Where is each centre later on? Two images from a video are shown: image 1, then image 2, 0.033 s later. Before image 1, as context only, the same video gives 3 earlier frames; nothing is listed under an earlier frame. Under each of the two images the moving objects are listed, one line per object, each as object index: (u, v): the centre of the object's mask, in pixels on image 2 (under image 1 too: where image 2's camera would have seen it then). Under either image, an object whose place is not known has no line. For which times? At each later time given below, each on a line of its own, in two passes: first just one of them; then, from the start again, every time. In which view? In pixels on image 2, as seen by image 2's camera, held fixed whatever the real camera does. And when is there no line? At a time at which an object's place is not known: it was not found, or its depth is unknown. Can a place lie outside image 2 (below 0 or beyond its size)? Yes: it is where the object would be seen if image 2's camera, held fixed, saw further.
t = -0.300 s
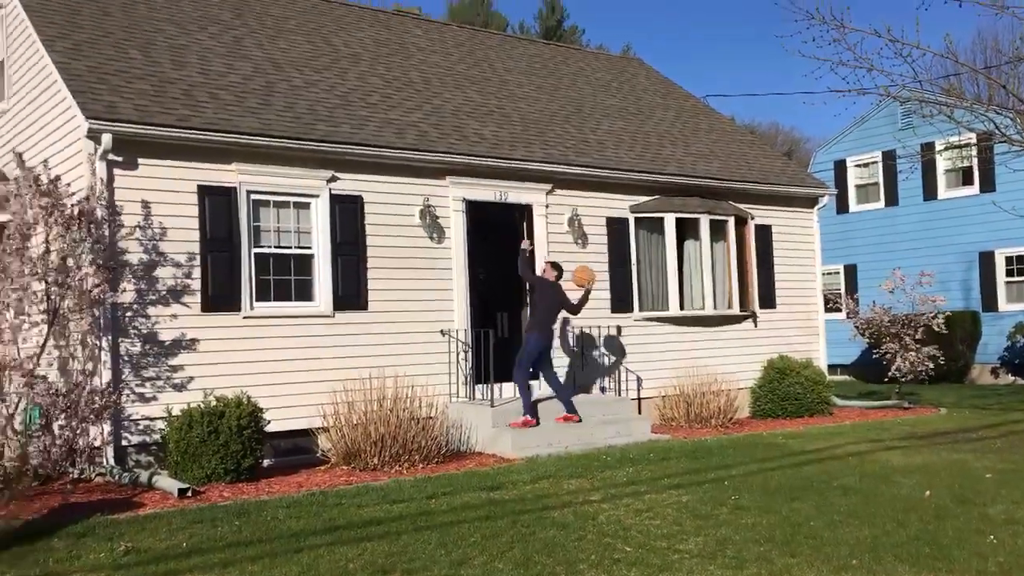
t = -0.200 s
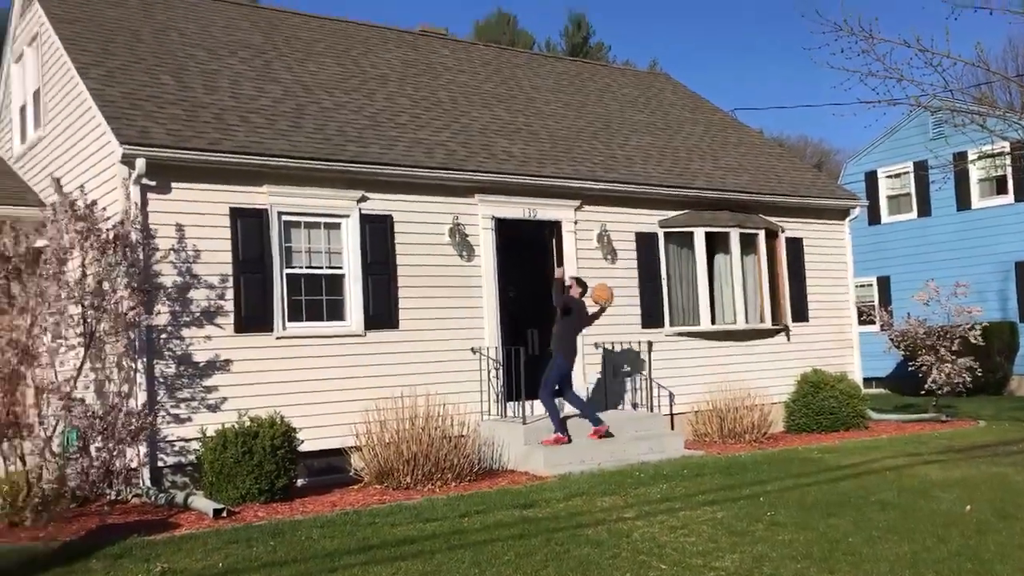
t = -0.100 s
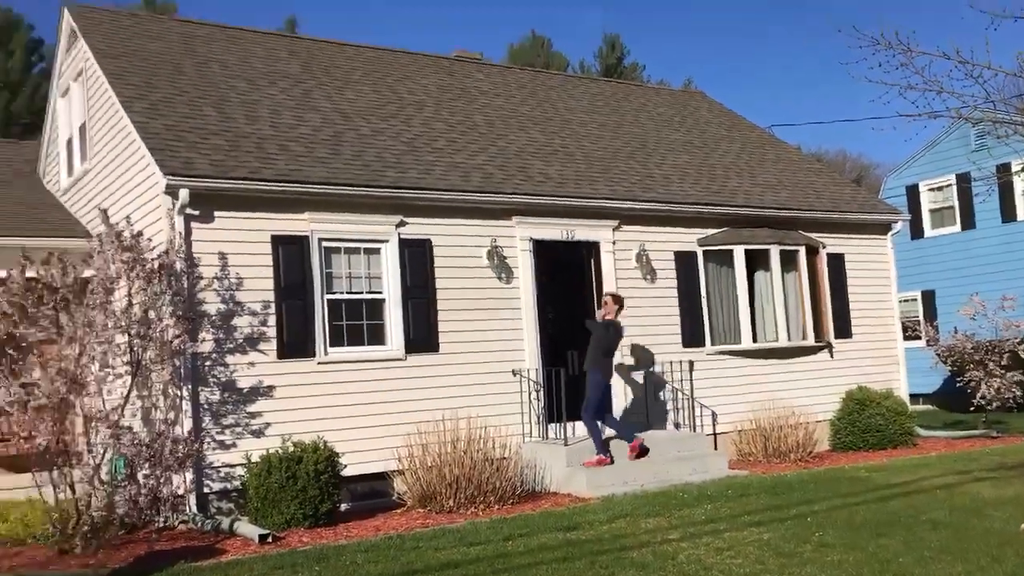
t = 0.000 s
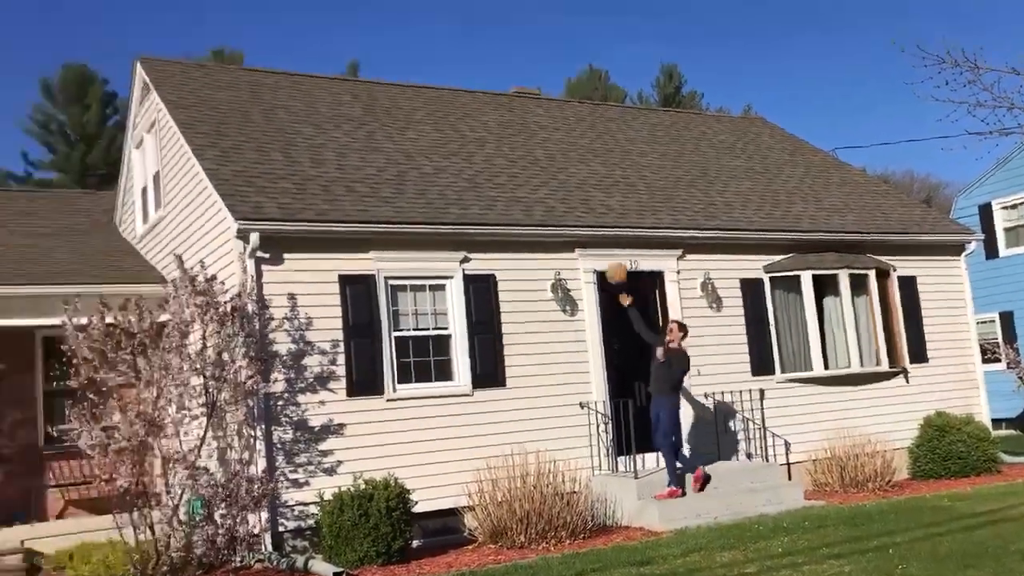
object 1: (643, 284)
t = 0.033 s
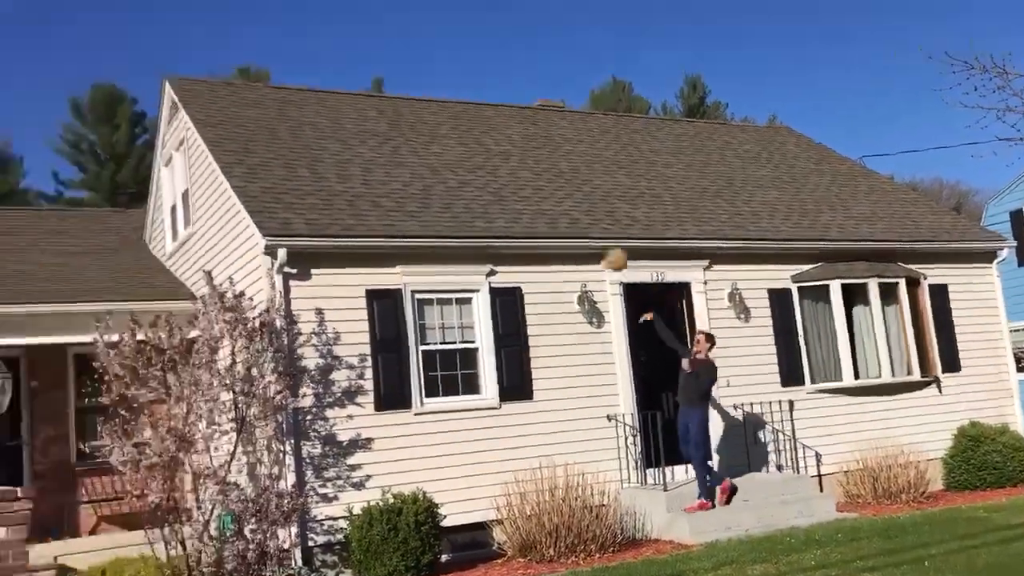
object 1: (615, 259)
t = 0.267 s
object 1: (429, 104)
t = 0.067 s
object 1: (589, 234)
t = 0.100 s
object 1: (563, 211)
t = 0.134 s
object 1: (536, 189)
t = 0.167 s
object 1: (509, 166)
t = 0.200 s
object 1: (483, 145)
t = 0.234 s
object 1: (456, 125)
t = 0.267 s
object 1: (429, 104)
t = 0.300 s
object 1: (402, 85)
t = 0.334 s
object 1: (376, 66)
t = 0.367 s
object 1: (347, 47)
